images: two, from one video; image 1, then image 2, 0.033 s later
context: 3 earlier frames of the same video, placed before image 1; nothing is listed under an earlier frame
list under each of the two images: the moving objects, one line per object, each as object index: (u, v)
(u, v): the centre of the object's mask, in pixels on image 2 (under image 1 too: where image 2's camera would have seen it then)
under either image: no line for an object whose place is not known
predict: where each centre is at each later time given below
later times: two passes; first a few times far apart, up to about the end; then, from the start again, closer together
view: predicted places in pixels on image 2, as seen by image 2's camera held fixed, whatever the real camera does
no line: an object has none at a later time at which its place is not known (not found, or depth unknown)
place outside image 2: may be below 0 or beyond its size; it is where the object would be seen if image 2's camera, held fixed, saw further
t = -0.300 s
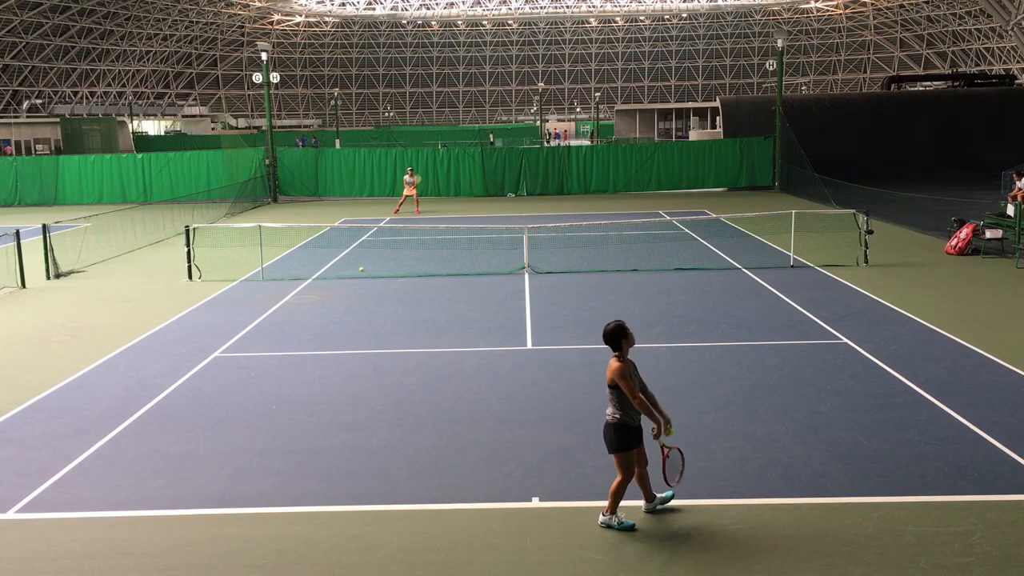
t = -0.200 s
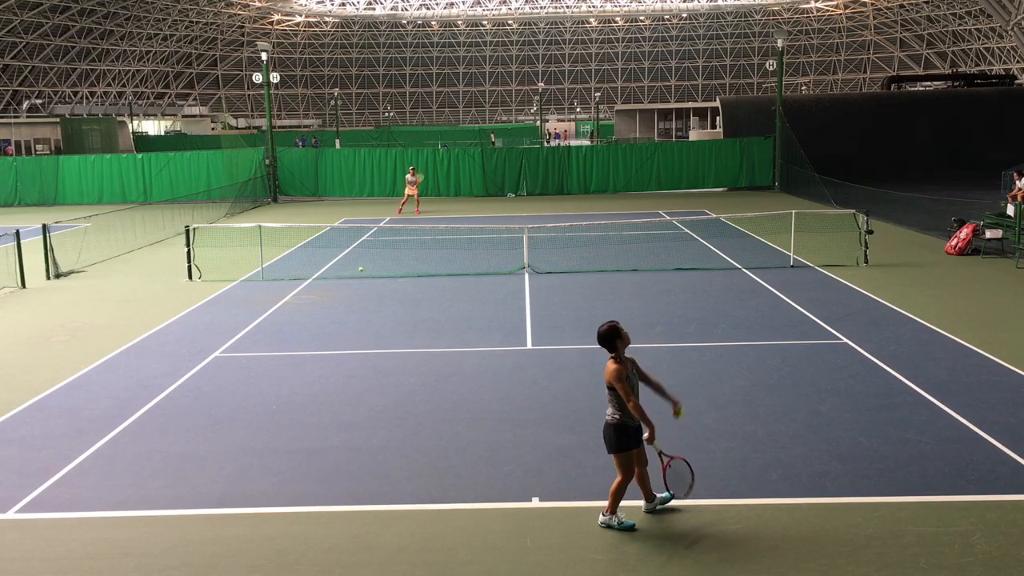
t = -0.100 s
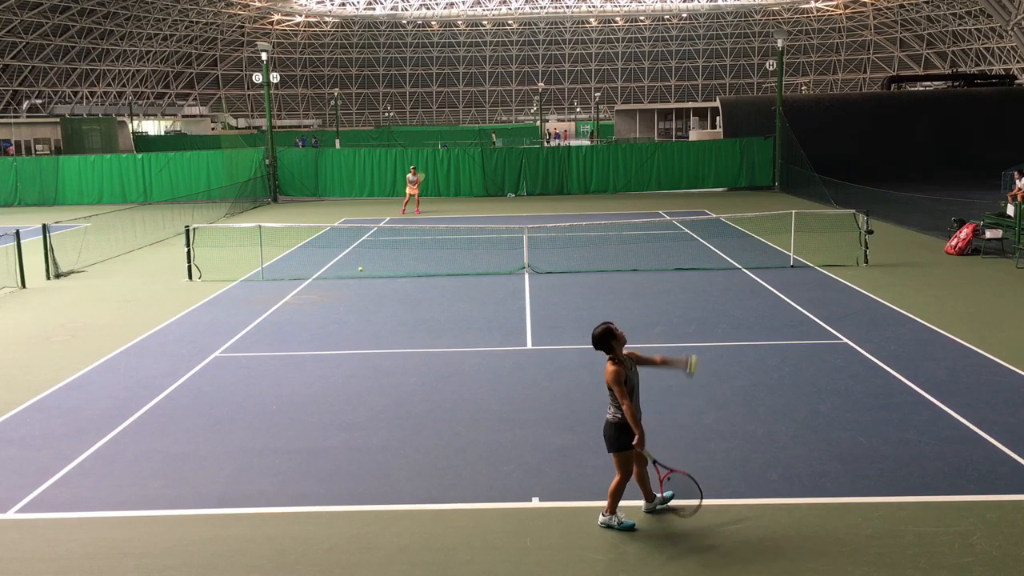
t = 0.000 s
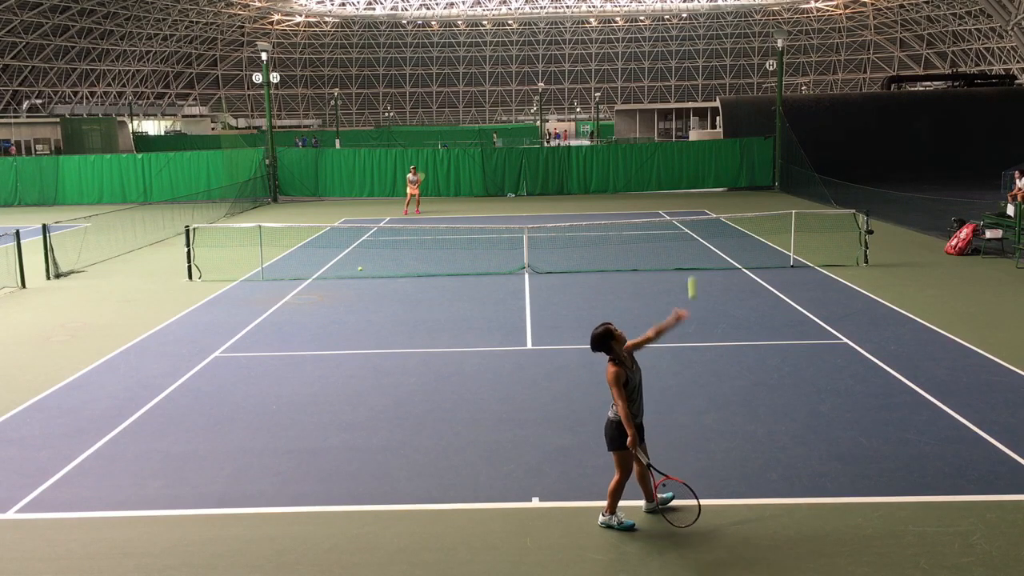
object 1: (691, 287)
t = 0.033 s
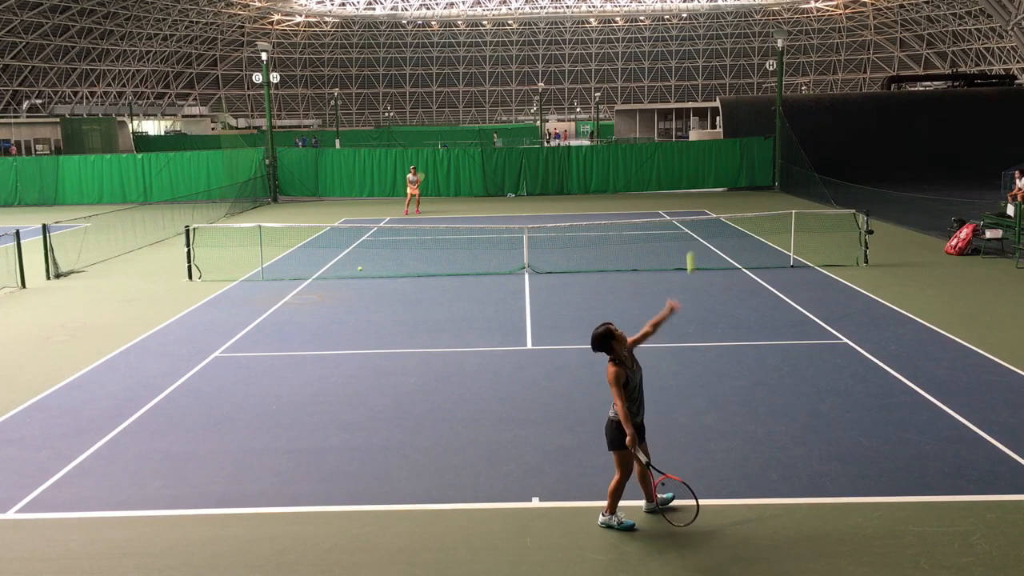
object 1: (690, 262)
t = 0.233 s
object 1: (683, 143)
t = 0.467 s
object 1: (674, 70)
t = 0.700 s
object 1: (665, 69)
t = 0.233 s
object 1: (683, 143)
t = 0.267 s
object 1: (682, 128)
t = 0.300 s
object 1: (680, 115)
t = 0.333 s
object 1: (679, 102)
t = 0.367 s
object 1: (678, 92)
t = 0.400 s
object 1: (677, 83)
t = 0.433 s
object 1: (676, 75)
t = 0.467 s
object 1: (674, 70)
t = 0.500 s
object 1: (673, 65)
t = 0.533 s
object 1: (672, 62)
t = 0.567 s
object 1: (670, 60)
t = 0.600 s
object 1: (669, 60)
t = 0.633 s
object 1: (668, 61)
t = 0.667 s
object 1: (667, 64)
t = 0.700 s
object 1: (665, 69)
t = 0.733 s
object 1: (663, 75)
